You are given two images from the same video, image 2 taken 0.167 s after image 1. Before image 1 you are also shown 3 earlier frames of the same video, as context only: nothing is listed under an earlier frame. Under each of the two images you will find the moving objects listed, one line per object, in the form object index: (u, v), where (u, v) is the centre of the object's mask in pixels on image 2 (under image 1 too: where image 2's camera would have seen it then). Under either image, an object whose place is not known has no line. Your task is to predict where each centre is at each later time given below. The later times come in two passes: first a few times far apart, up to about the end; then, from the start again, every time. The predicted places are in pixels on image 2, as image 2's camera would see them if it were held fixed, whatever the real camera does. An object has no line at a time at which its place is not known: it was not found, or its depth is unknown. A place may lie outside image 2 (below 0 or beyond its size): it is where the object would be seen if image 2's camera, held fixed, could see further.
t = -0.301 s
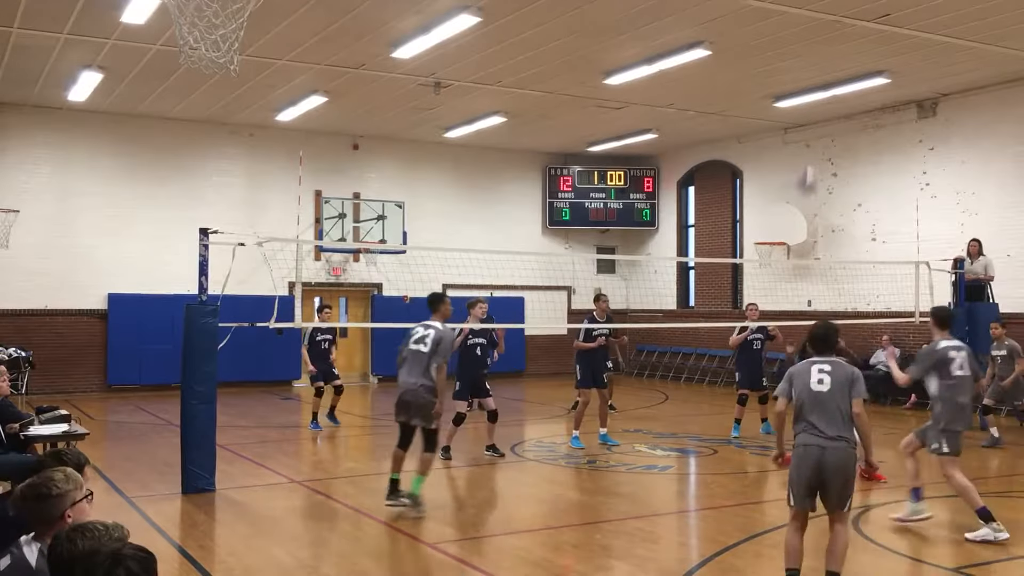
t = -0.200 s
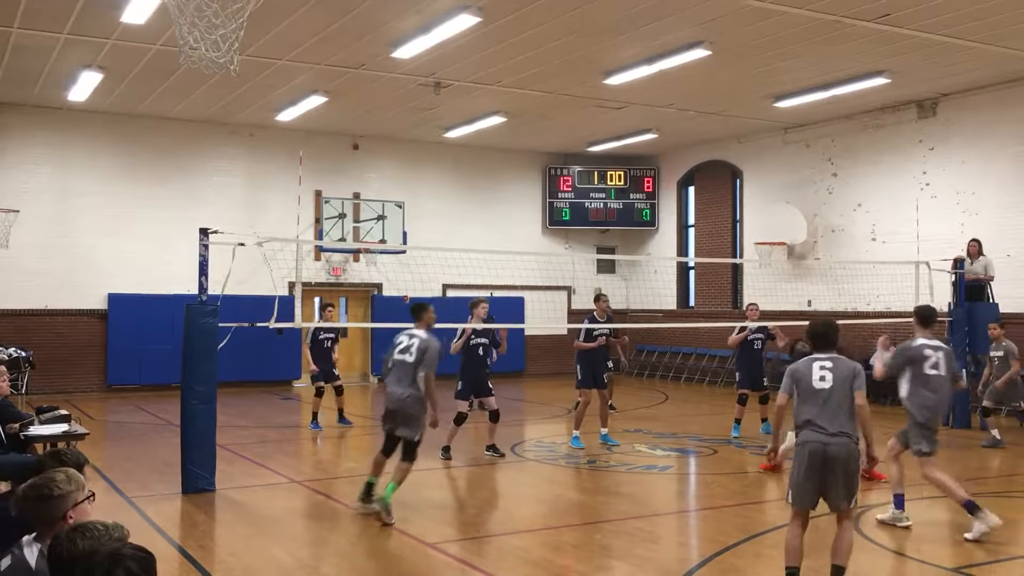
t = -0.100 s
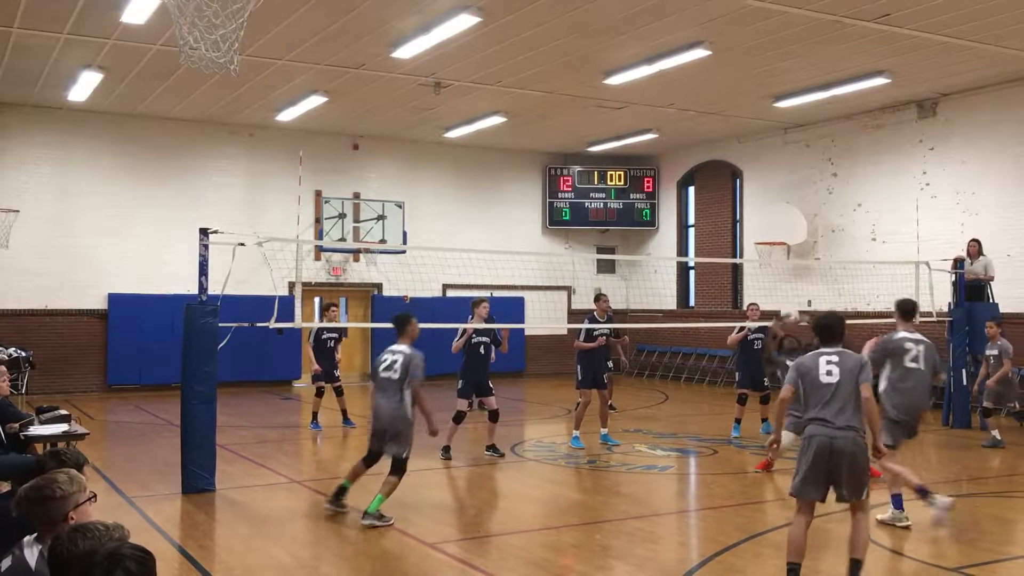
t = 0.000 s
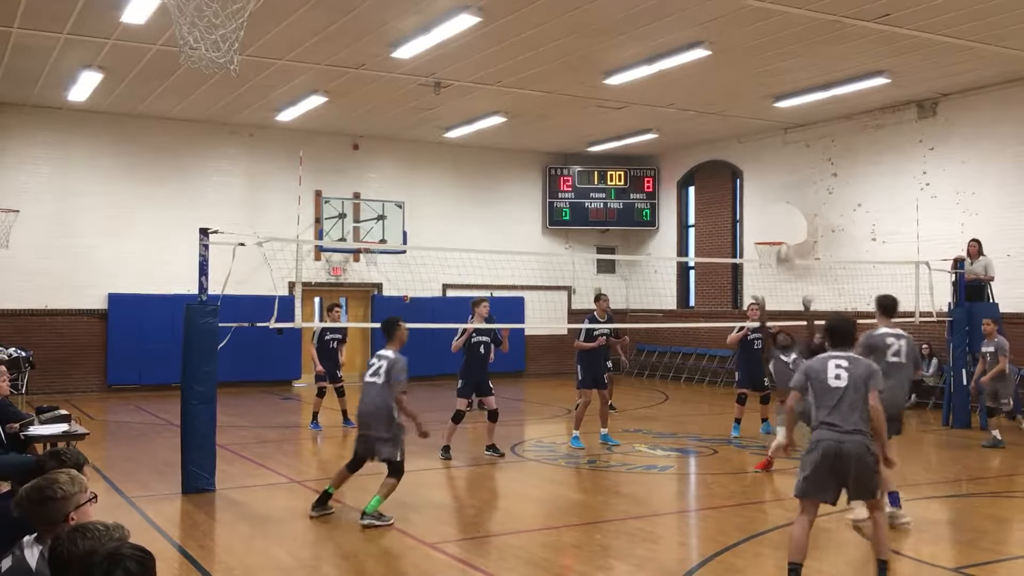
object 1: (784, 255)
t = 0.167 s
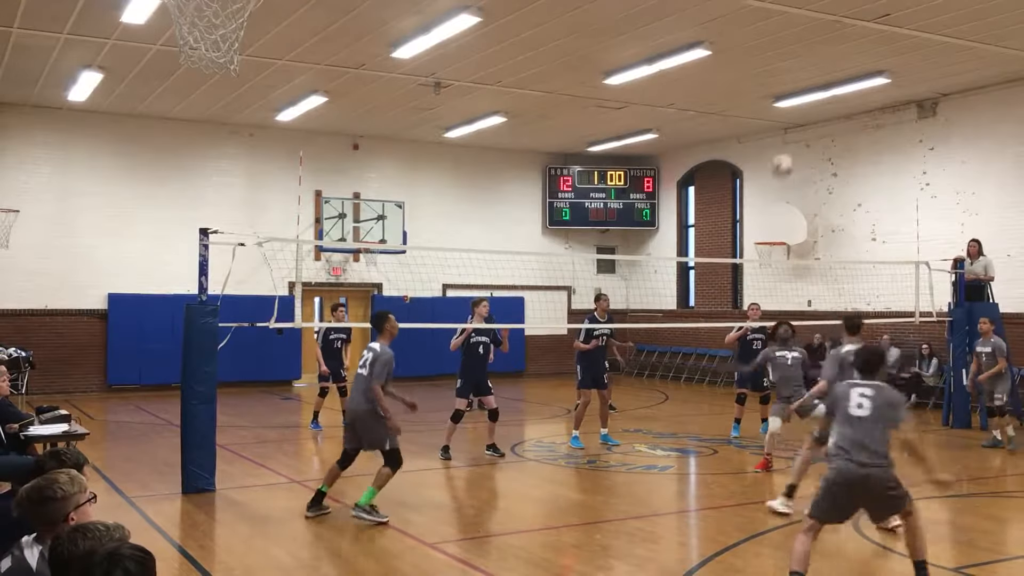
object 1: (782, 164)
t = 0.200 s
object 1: (781, 152)
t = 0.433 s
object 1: (777, 77)
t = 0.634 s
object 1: (773, 57)
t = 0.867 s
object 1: (768, 76)
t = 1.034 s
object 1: (764, 122)
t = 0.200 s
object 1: (781, 152)
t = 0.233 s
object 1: (782, 136)
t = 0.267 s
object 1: (780, 122)
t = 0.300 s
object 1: (780, 112)
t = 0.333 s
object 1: (779, 103)
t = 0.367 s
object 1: (778, 93)
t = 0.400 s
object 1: (778, 85)
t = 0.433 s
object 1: (777, 77)
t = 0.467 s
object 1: (776, 71)
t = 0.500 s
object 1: (776, 65)
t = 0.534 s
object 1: (775, 62)
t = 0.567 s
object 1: (774, 59)
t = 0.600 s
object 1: (774, 57)
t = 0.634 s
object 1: (773, 57)
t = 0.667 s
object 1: (772, 56)
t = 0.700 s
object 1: (770, 57)
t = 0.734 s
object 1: (770, 60)
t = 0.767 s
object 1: (770, 62)
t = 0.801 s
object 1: (770, 67)
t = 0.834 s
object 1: (769, 71)
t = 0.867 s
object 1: (768, 76)
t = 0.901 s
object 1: (767, 84)
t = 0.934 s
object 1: (767, 93)
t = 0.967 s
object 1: (765, 101)
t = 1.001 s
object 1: (765, 111)
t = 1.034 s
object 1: (764, 122)
